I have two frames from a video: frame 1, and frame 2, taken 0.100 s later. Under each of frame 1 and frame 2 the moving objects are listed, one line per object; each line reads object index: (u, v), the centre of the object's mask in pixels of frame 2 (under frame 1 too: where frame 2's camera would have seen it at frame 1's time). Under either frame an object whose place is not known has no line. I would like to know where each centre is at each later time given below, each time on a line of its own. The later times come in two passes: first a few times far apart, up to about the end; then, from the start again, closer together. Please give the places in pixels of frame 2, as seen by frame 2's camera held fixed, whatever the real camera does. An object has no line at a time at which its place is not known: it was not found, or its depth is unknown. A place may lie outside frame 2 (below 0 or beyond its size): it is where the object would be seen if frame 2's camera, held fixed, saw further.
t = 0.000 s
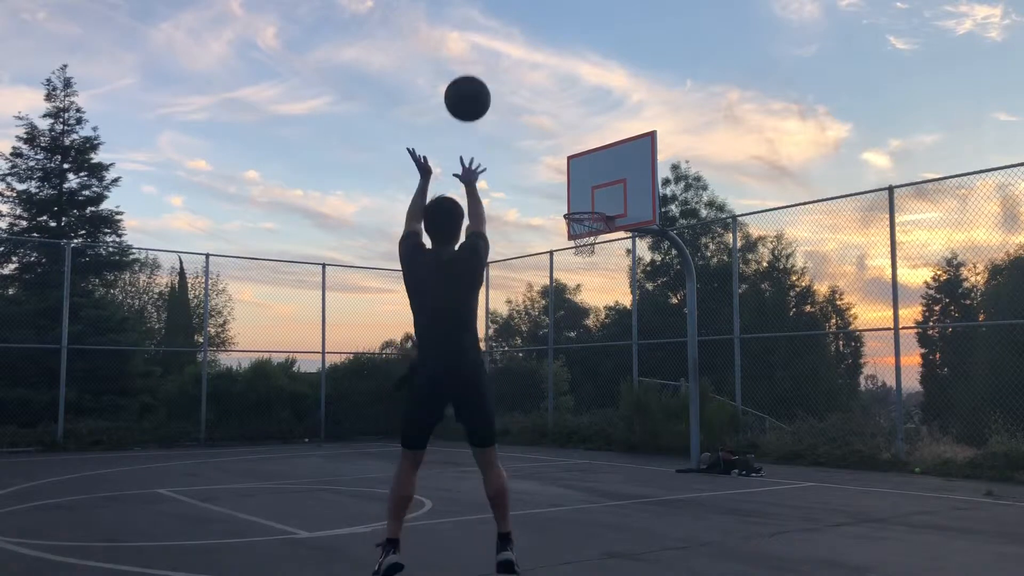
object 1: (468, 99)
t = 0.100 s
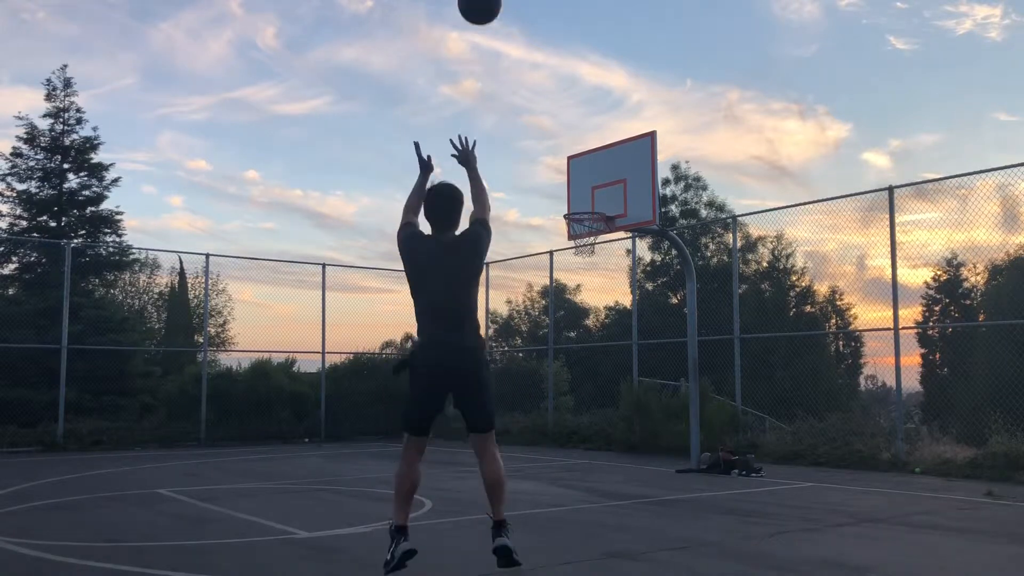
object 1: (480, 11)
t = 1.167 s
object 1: (537, 45)
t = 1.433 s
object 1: (543, 230)
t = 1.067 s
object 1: (534, 2)
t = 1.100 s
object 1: (535, 10)
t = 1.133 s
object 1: (536, 25)
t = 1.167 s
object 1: (537, 45)
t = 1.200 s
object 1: (538, 65)
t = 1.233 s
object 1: (539, 87)
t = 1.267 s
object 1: (539, 109)
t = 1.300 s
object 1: (540, 132)
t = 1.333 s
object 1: (541, 155)
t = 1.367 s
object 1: (542, 180)
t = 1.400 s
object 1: (542, 204)
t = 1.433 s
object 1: (543, 230)
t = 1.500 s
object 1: (544, 283)
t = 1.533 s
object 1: (544, 310)
